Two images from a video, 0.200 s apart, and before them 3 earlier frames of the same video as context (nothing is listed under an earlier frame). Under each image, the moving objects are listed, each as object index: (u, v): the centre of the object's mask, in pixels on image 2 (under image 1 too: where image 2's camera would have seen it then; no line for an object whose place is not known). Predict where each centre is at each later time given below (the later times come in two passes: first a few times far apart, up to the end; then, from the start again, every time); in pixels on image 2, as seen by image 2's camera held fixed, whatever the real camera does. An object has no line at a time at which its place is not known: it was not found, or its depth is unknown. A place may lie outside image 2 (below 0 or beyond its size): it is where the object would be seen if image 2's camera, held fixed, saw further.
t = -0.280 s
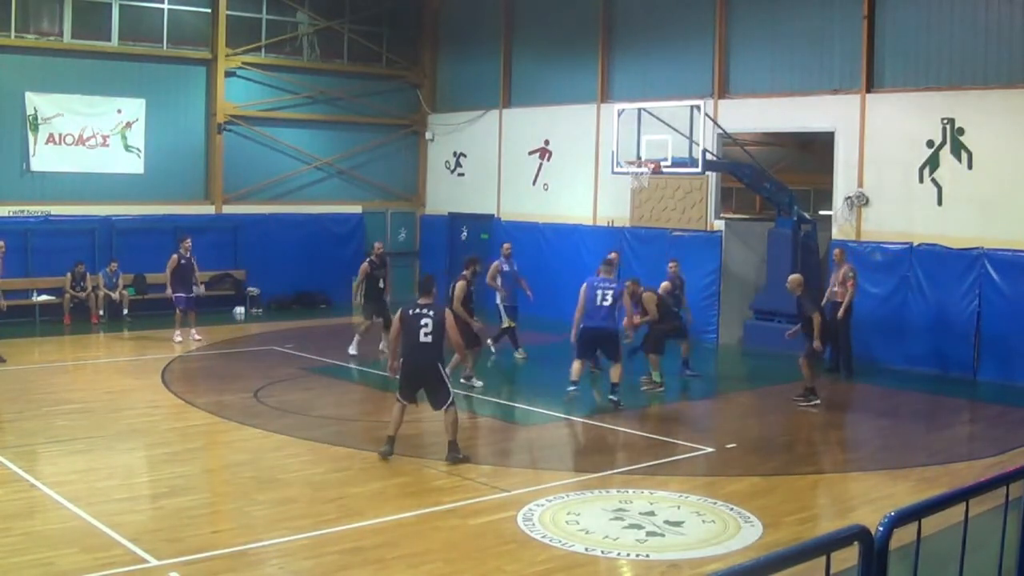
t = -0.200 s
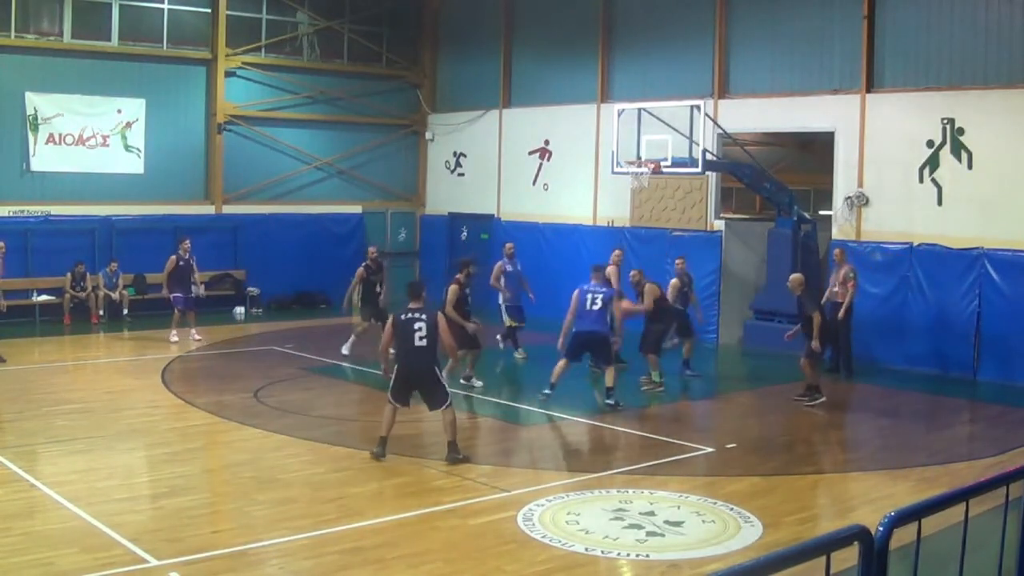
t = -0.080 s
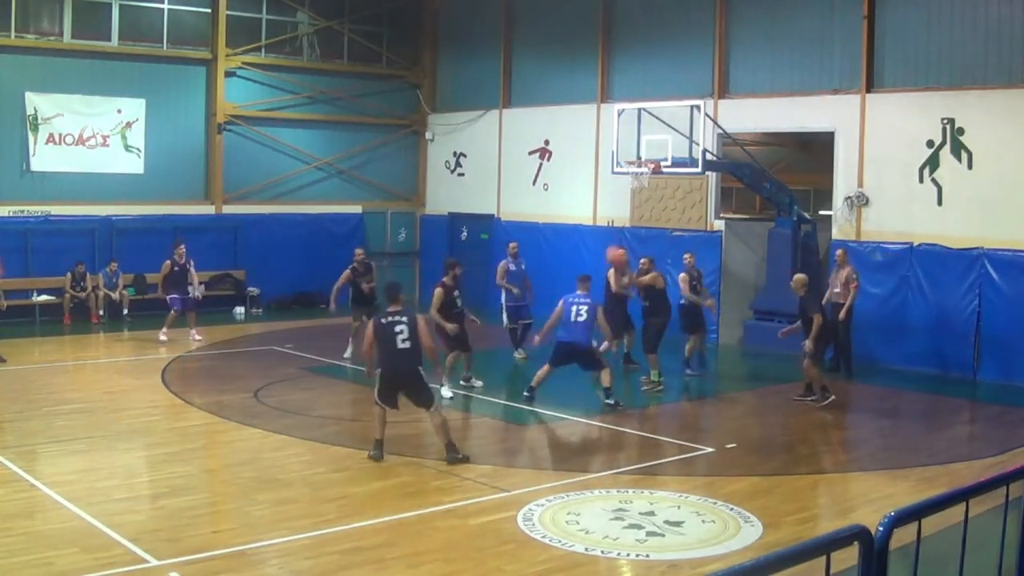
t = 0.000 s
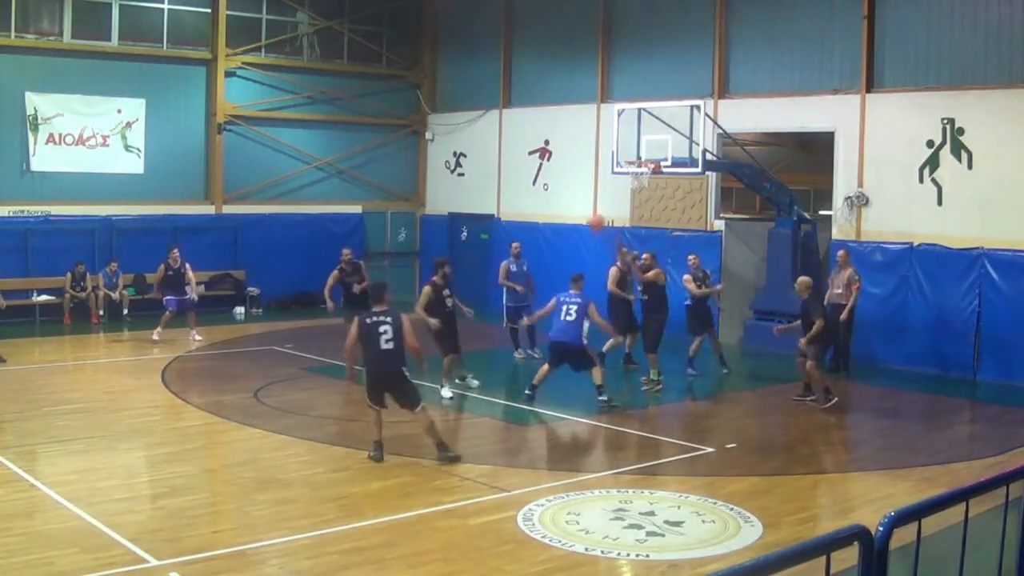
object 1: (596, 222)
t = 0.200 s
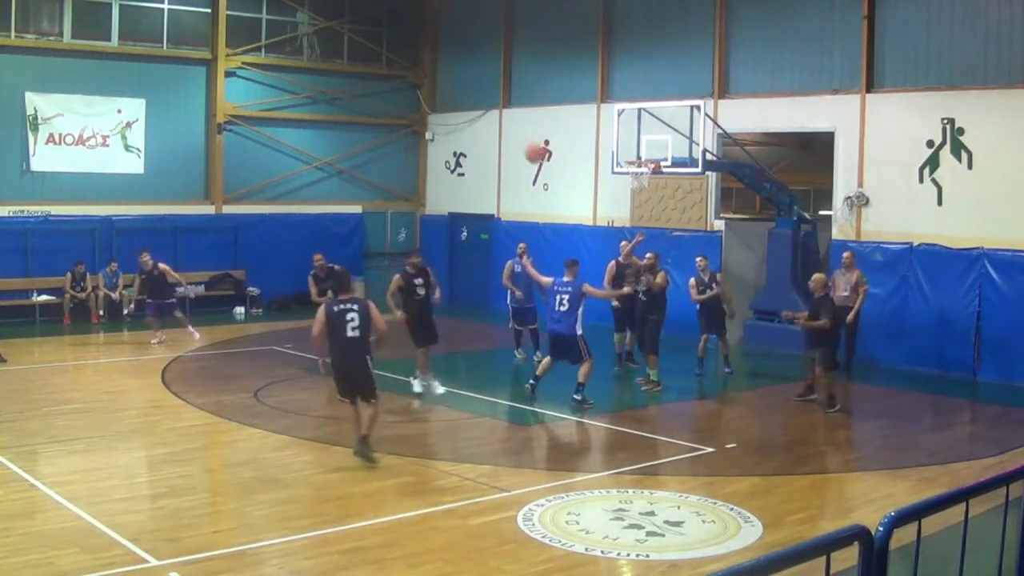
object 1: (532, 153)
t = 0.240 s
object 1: (520, 141)
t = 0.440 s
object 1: (445, 100)
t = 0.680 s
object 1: (339, 91)
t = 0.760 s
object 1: (299, 101)
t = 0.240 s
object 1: (520, 141)
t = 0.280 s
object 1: (507, 132)
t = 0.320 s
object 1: (492, 121)
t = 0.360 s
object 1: (477, 113)
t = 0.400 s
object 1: (461, 105)
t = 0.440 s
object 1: (445, 100)
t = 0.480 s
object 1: (430, 93)
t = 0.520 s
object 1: (412, 91)
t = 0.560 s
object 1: (394, 89)
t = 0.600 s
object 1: (377, 89)
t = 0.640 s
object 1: (358, 89)
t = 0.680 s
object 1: (339, 91)
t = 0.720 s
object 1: (320, 95)
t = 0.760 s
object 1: (299, 101)
